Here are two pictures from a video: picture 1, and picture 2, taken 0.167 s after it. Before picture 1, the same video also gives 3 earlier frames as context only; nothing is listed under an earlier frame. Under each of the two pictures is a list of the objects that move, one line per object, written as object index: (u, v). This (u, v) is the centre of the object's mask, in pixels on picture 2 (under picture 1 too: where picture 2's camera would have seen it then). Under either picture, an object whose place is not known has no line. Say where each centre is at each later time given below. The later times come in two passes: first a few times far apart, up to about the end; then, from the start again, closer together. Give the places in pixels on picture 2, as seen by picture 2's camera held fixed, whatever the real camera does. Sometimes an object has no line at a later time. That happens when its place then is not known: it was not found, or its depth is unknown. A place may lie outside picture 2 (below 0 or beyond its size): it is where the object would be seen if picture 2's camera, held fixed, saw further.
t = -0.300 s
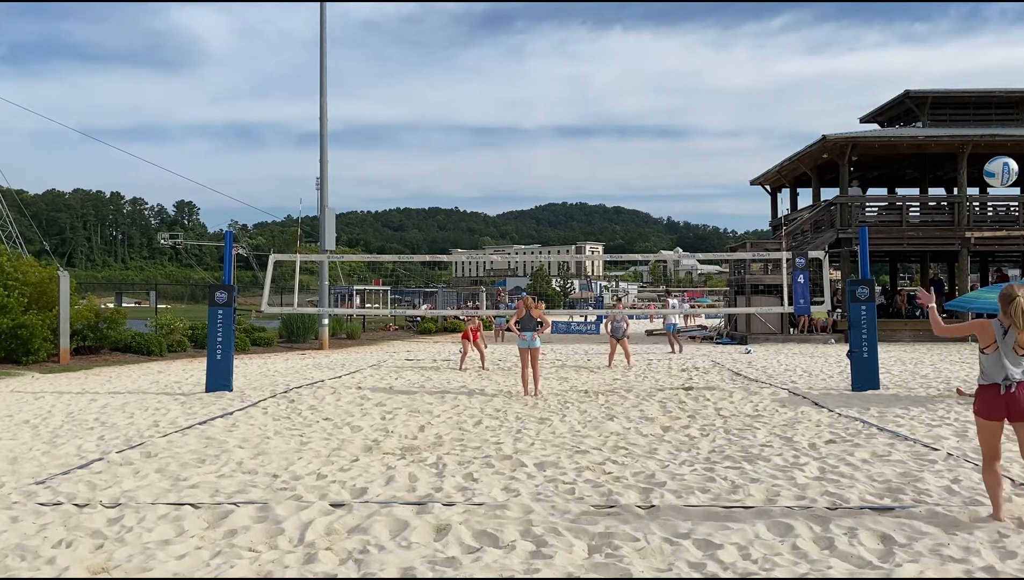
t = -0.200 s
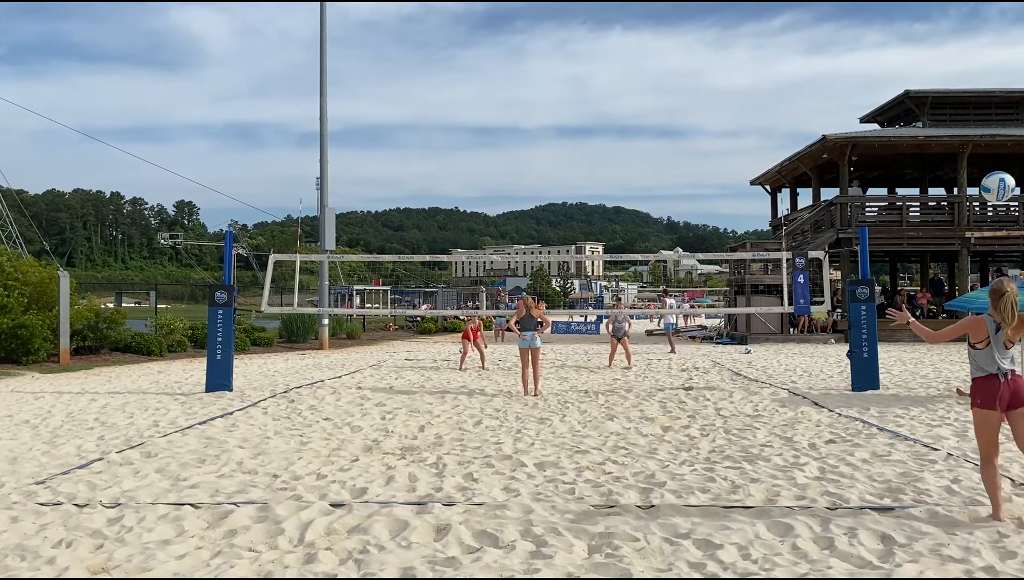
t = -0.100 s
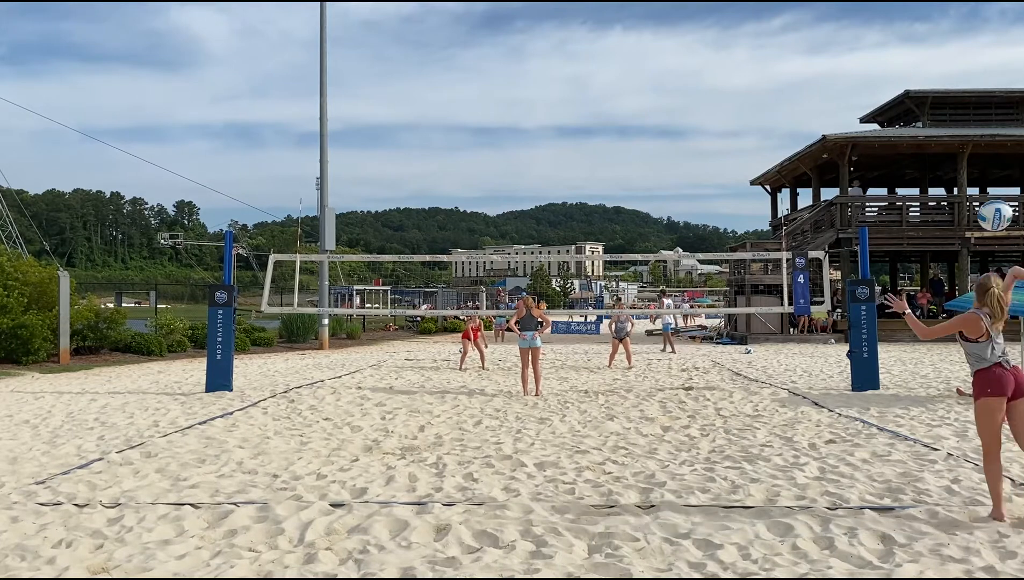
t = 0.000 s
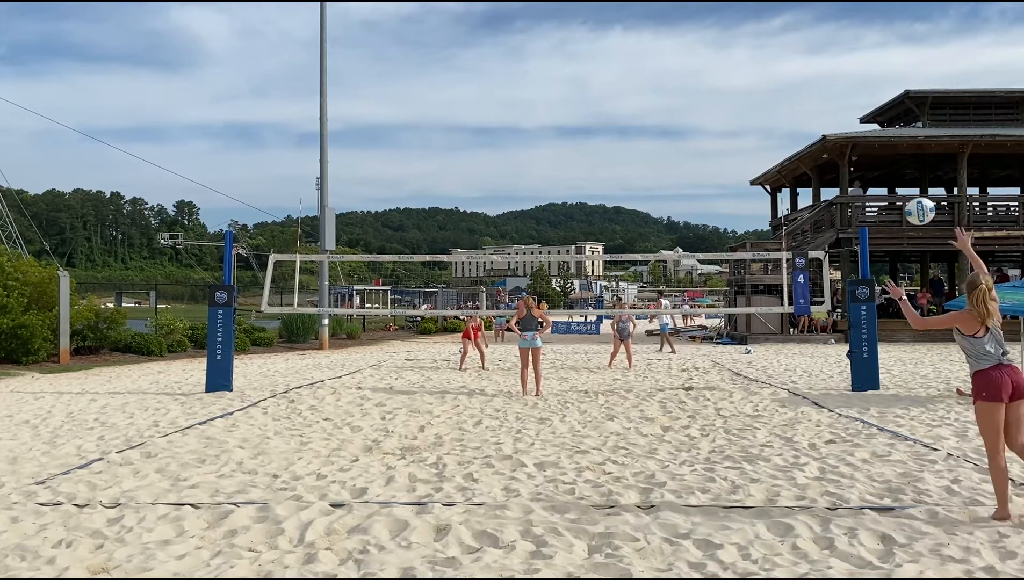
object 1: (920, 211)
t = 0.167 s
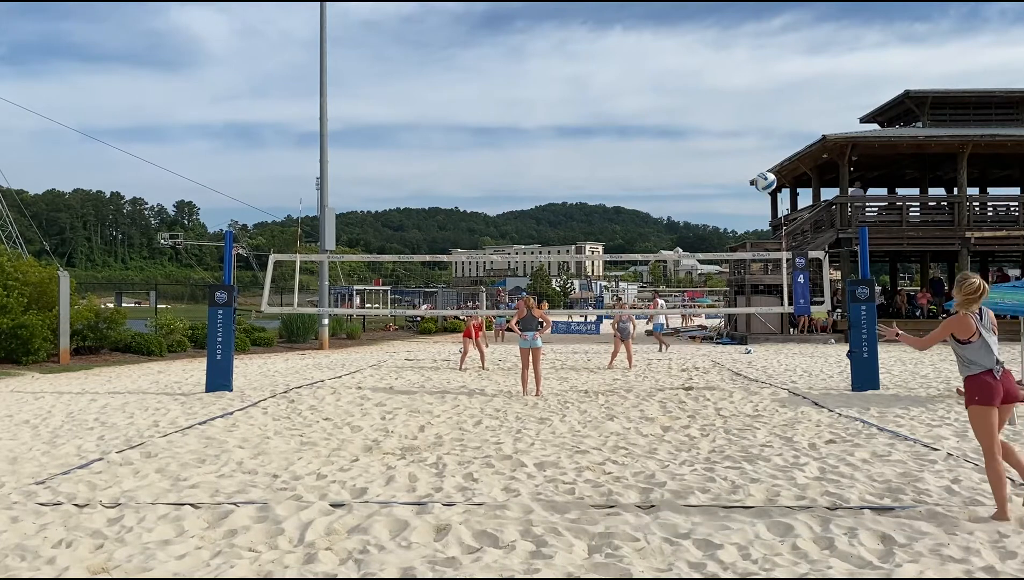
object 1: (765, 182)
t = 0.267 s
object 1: (704, 181)
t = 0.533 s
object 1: (601, 214)
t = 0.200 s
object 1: (743, 181)
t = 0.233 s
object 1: (722, 180)
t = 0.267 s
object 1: (704, 181)
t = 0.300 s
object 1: (687, 183)
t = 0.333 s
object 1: (672, 185)
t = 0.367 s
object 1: (658, 188)
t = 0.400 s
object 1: (645, 193)
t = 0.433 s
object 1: (633, 197)
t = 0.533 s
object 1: (601, 214)
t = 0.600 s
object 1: (583, 227)
